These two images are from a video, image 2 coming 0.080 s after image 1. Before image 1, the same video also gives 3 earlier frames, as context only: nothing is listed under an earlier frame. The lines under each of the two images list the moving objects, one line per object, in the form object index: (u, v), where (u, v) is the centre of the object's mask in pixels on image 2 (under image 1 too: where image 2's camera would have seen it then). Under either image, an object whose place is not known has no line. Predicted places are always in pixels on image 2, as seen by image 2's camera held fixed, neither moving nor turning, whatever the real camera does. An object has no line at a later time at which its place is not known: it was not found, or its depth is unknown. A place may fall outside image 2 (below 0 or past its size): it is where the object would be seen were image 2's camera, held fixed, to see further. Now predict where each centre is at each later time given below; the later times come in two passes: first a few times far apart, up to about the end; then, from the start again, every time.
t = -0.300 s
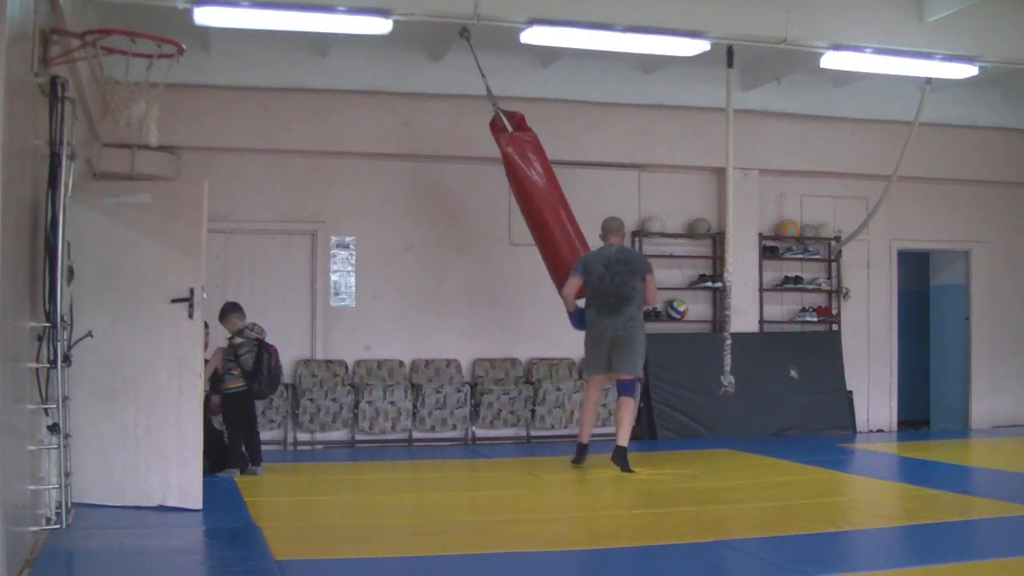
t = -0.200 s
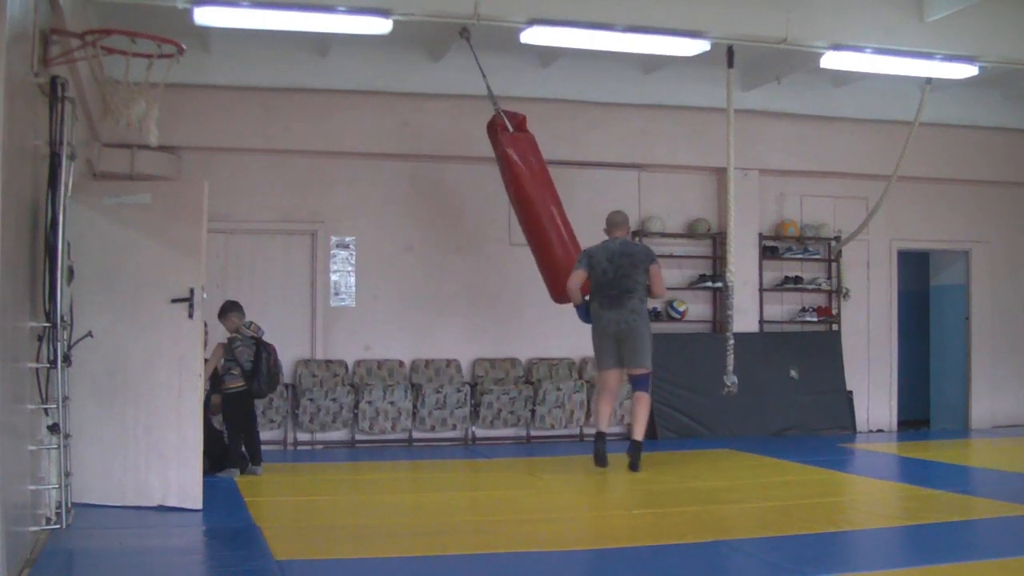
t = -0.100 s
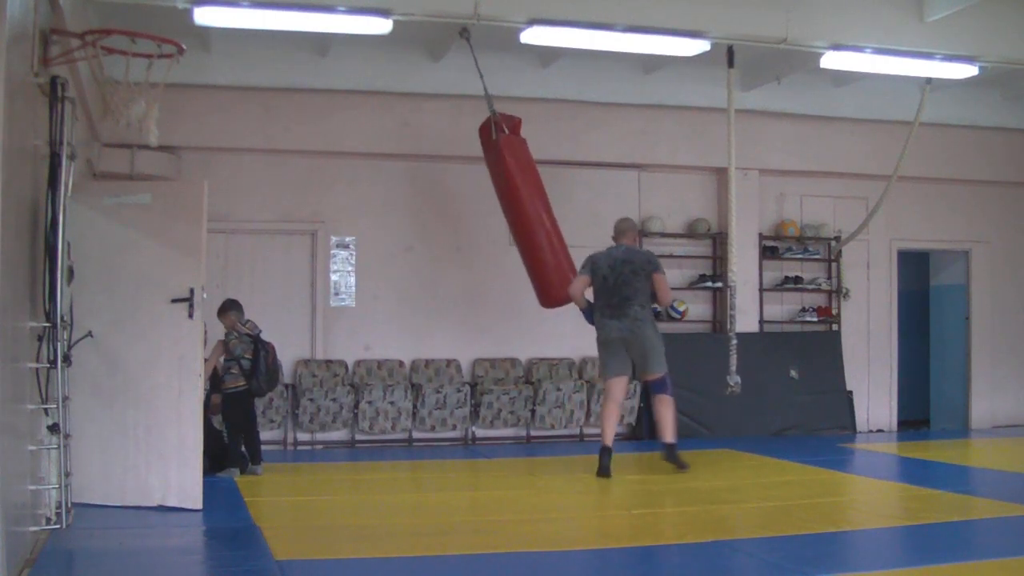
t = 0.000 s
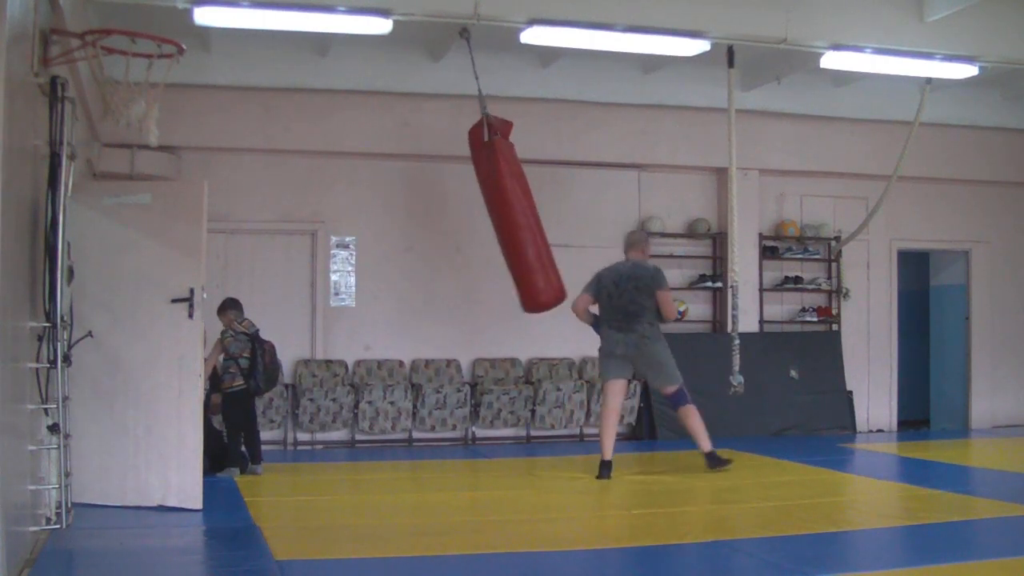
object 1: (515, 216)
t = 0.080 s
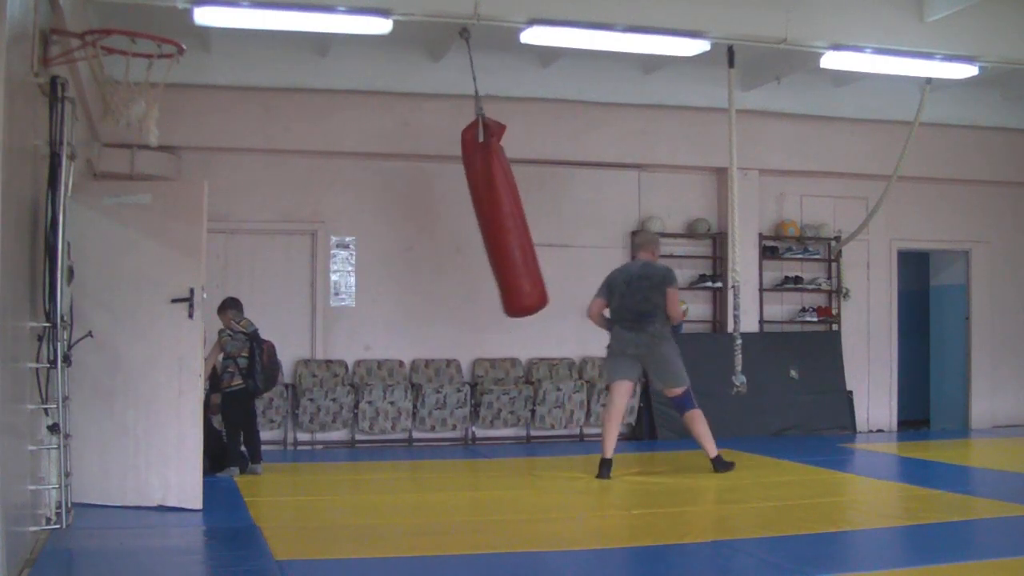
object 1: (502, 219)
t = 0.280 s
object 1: (466, 225)
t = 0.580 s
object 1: (412, 218)
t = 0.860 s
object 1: (383, 209)
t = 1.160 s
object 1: (391, 206)
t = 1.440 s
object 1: (426, 221)
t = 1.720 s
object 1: (479, 226)
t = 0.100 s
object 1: (499, 220)
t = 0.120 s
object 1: (495, 221)
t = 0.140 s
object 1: (492, 221)
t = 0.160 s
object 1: (488, 222)
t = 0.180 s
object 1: (484, 223)
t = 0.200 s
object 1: (481, 223)
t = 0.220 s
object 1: (477, 224)
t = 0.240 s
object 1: (473, 224)
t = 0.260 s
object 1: (470, 224)
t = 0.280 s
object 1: (466, 225)
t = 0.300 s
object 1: (462, 225)
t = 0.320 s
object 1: (458, 225)
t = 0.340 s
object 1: (454, 224)
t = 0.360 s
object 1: (450, 224)
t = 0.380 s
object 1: (447, 224)
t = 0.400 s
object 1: (443, 223)
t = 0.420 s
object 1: (439, 223)
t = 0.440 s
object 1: (436, 222)
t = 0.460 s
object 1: (432, 222)
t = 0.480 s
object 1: (429, 221)
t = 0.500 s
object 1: (425, 220)
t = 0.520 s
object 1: (422, 220)
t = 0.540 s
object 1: (419, 219)
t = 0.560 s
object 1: (415, 218)
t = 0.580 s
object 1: (412, 218)
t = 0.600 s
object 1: (409, 217)
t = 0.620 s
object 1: (406, 216)
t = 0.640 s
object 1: (404, 216)
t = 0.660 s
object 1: (401, 215)
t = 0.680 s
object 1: (399, 214)
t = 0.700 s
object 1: (396, 214)
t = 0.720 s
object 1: (394, 213)
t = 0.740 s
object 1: (392, 213)
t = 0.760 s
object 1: (390, 212)
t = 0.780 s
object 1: (388, 211)
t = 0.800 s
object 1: (386, 211)
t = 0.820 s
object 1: (385, 210)
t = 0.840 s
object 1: (384, 210)
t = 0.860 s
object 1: (383, 209)
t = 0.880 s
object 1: (382, 208)
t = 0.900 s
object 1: (381, 208)
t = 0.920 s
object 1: (381, 207)
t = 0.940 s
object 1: (380, 207)
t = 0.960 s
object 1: (381, 206)
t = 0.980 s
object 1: (381, 205)
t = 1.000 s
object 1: (382, 205)
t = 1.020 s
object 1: (382, 204)
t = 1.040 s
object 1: (383, 204)
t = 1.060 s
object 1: (384, 204)
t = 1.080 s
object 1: (385, 204)
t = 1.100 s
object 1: (386, 204)
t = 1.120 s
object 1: (388, 205)
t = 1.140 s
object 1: (389, 205)
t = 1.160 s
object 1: (391, 206)
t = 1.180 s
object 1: (392, 208)
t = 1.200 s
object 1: (393, 210)
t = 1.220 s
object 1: (395, 211)
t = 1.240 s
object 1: (397, 212)
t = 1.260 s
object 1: (400, 213)
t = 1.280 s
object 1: (402, 214)
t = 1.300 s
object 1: (405, 214)
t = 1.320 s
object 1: (407, 217)
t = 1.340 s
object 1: (410, 218)
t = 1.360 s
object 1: (413, 219)
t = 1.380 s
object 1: (416, 219)
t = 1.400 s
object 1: (419, 220)
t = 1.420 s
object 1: (423, 221)
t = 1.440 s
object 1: (426, 221)
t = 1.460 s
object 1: (429, 222)
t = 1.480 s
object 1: (433, 223)
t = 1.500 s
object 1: (437, 223)
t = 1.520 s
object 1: (440, 224)
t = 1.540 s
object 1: (444, 224)
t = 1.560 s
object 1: (448, 224)
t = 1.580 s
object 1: (452, 224)
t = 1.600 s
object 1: (456, 225)
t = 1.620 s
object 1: (460, 225)
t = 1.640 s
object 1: (463, 224)
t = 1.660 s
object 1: (467, 226)
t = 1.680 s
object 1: (471, 226)
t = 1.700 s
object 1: (475, 226)
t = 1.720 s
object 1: (479, 226)
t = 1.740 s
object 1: (483, 225)
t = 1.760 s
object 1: (487, 225)
